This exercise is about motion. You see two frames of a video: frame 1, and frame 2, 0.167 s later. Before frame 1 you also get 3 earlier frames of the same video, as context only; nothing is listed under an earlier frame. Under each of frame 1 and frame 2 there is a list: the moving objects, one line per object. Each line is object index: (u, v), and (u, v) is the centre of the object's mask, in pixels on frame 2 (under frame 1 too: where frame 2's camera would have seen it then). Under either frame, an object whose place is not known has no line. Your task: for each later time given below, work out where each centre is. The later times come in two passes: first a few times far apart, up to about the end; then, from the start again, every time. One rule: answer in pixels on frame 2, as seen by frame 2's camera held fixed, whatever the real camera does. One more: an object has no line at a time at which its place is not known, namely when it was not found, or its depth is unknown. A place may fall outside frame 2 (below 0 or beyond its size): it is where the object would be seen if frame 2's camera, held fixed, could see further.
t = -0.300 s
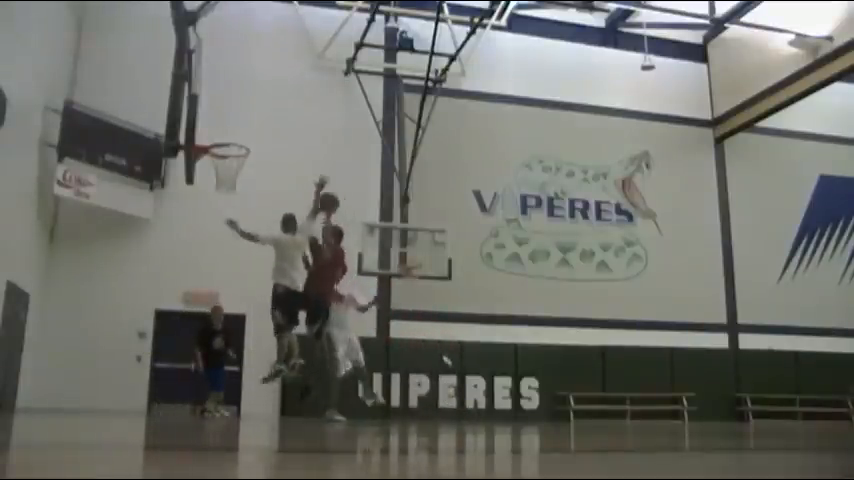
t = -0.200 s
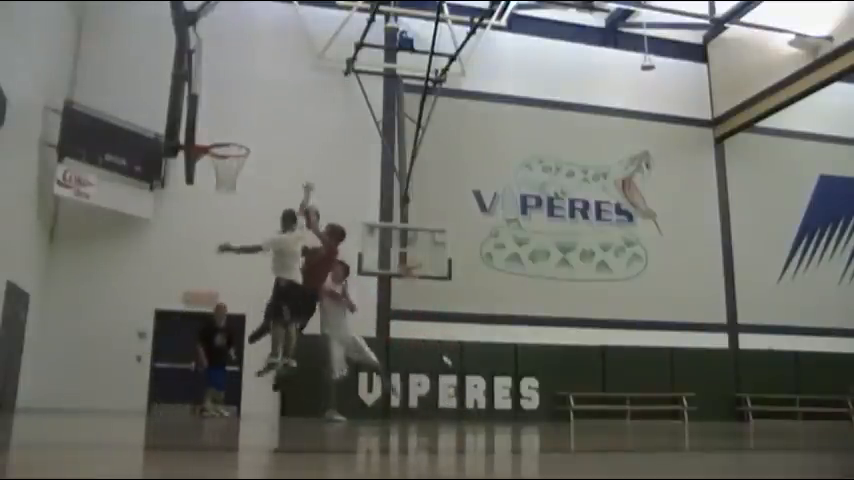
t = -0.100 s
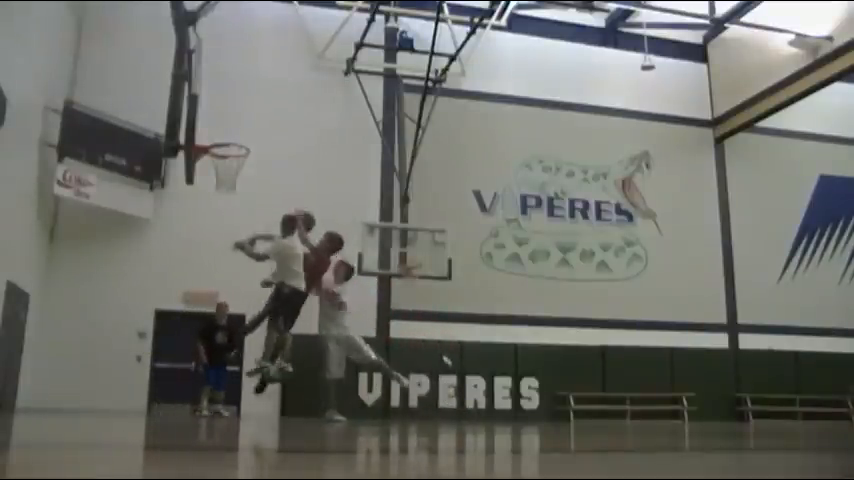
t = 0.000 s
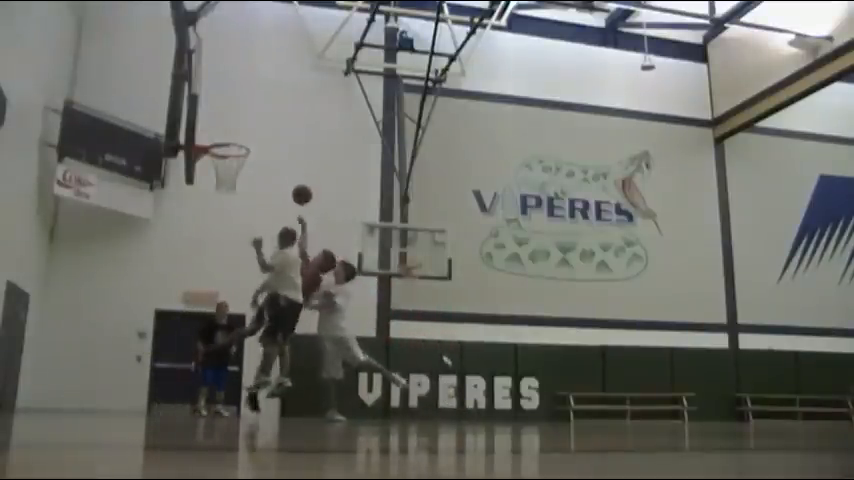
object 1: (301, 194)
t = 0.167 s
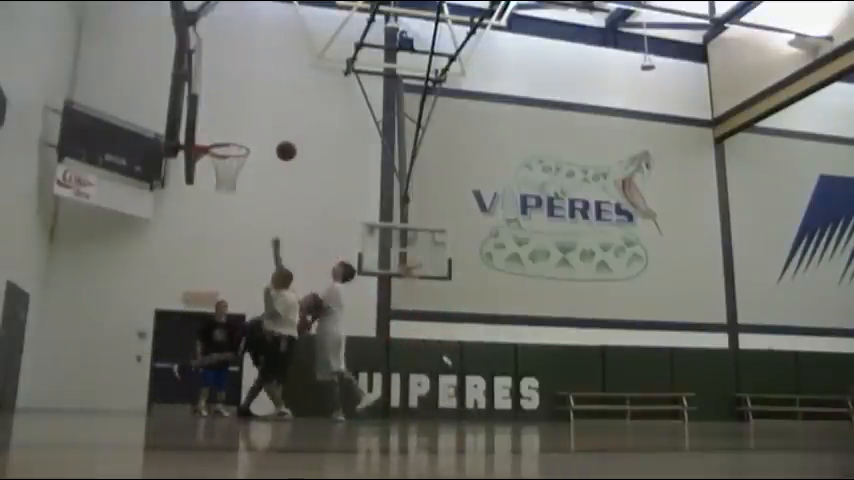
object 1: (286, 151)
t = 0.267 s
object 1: (276, 135)
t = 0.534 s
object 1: (247, 132)
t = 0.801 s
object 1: (216, 178)
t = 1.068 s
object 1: (206, 234)
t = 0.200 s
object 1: (282, 144)
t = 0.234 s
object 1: (279, 139)
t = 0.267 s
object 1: (276, 135)
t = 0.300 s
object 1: (272, 131)
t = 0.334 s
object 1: (269, 129)
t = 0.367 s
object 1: (265, 127)
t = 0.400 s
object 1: (262, 127)
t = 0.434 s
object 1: (258, 127)
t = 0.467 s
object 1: (254, 128)
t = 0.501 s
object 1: (250, 130)
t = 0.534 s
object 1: (247, 132)
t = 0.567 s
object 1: (242, 136)
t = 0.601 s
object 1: (239, 140)
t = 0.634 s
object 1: (234, 145)
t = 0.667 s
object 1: (231, 151)
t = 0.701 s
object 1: (226, 158)
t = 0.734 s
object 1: (221, 166)
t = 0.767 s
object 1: (218, 173)
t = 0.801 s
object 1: (216, 178)
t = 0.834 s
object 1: (215, 181)
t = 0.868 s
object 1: (214, 186)
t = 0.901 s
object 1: (213, 192)
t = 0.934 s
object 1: (211, 199)
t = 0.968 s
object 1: (210, 206)
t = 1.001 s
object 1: (209, 215)
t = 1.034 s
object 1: (207, 224)
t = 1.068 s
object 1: (206, 234)
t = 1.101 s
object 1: (204, 246)
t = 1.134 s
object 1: (202, 259)
